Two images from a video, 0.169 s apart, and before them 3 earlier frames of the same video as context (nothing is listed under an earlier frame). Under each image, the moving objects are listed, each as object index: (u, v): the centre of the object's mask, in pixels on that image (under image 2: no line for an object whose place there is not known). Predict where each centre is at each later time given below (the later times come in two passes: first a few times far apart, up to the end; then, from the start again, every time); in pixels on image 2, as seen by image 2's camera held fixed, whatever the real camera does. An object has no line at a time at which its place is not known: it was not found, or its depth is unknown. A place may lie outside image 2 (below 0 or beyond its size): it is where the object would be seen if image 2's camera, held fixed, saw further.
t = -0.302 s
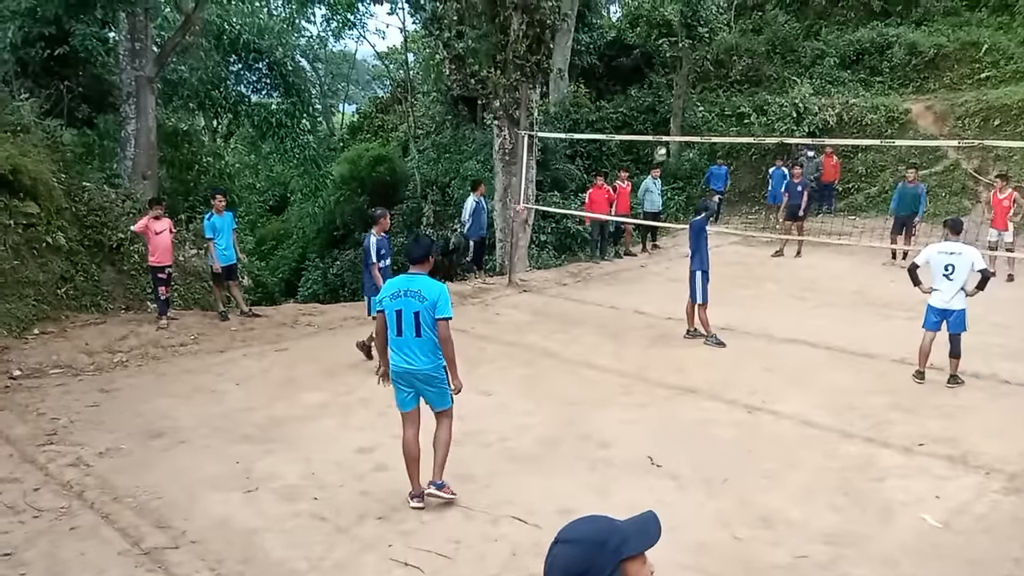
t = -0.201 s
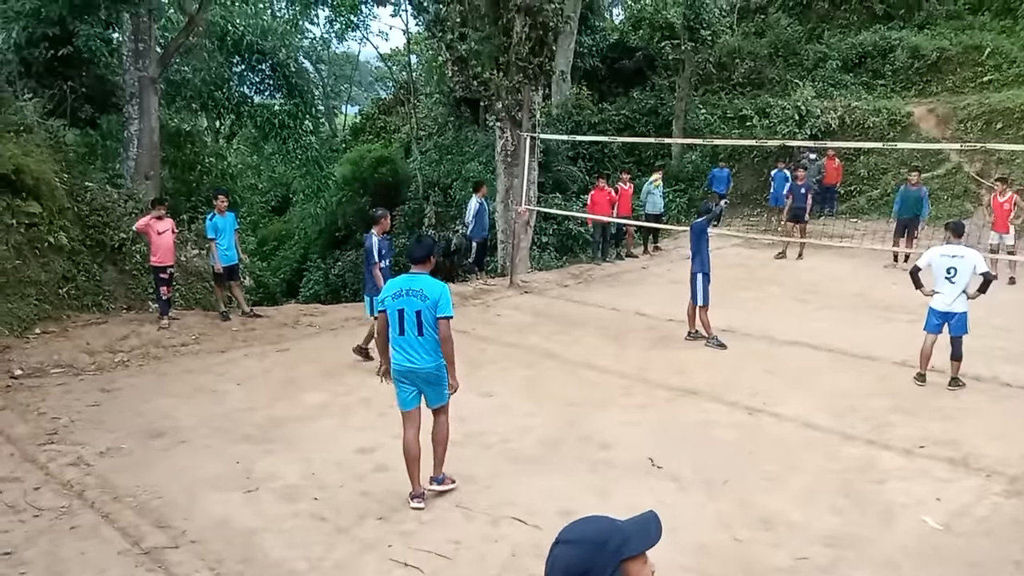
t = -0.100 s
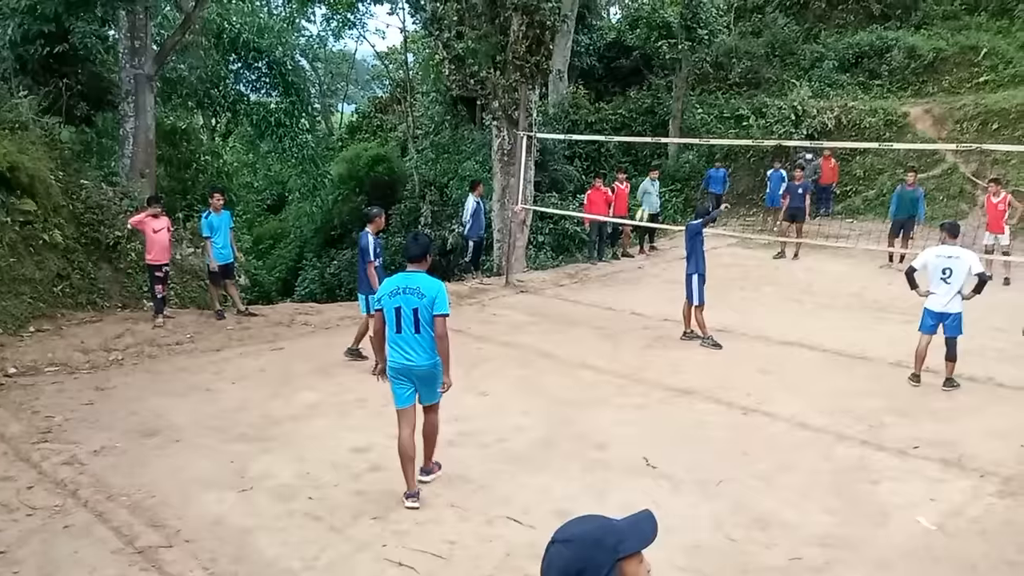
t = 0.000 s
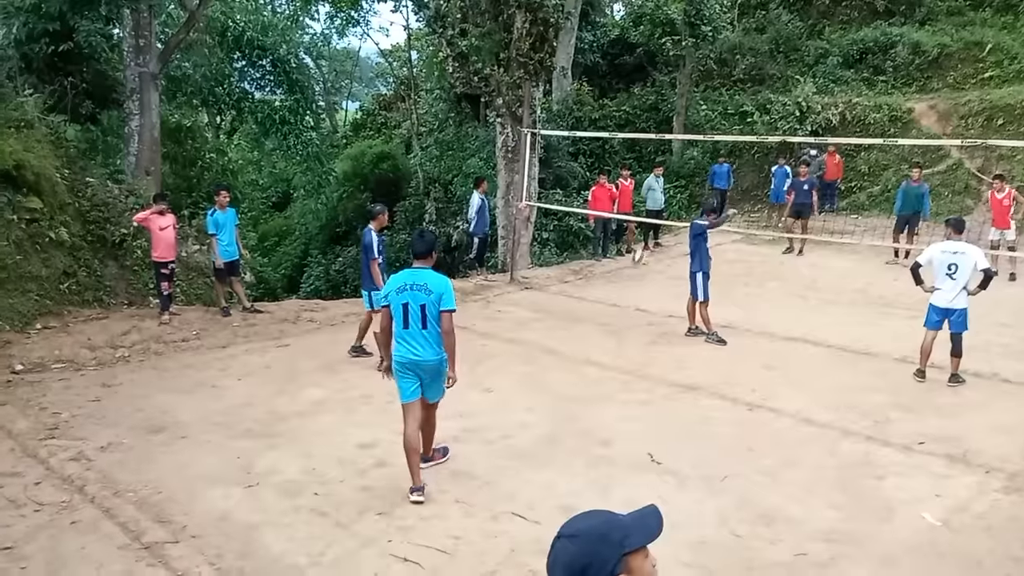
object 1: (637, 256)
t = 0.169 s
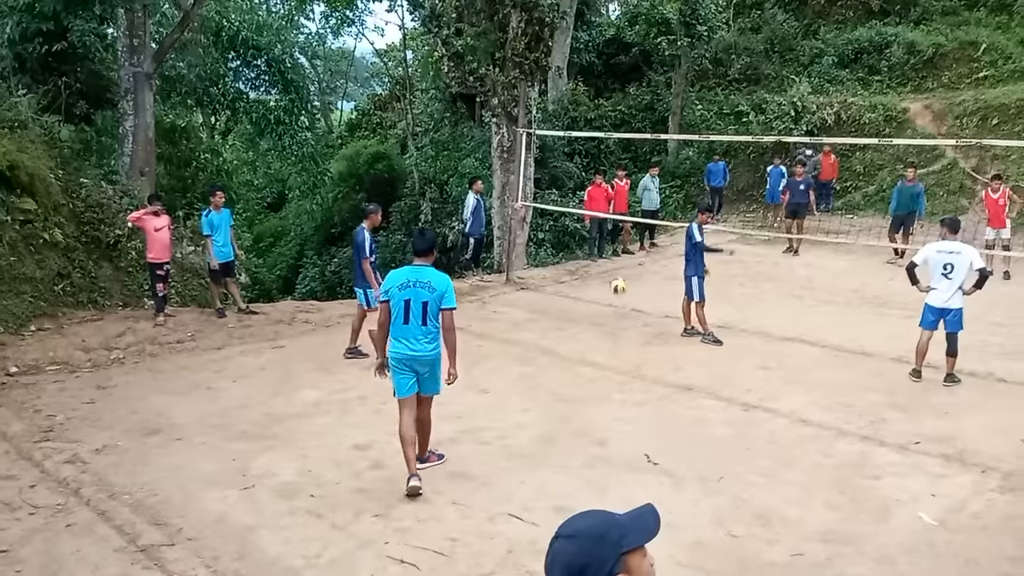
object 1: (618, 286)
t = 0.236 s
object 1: (612, 265)
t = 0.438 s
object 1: (591, 226)
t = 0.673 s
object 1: (564, 217)
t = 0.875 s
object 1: (536, 251)
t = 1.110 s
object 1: (501, 346)
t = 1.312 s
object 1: (467, 347)
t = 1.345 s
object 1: (461, 339)
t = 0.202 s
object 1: (614, 275)
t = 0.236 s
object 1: (612, 265)
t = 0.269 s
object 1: (608, 256)
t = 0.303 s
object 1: (605, 249)
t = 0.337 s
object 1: (603, 244)
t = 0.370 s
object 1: (599, 236)
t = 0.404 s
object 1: (596, 231)
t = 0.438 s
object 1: (591, 226)
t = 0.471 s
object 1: (588, 221)
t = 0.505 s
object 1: (584, 218)
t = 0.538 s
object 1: (580, 217)
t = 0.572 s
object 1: (577, 215)
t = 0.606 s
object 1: (572, 215)
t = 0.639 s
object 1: (568, 215)
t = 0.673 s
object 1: (564, 217)
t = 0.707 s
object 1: (560, 220)
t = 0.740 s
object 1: (555, 224)
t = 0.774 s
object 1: (550, 229)
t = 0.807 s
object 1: (547, 234)
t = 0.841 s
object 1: (541, 242)
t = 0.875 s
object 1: (536, 251)
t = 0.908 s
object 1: (531, 260)
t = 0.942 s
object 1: (526, 271)
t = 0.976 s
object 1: (521, 283)
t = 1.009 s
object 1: (517, 297)
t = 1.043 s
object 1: (511, 311)
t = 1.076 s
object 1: (506, 330)
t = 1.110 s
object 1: (501, 346)
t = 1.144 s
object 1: (497, 366)
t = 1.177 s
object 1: (488, 387)
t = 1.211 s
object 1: (484, 379)
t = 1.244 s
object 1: (478, 366)
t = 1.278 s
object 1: (473, 356)
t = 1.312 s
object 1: (467, 347)
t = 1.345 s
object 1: (461, 339)
